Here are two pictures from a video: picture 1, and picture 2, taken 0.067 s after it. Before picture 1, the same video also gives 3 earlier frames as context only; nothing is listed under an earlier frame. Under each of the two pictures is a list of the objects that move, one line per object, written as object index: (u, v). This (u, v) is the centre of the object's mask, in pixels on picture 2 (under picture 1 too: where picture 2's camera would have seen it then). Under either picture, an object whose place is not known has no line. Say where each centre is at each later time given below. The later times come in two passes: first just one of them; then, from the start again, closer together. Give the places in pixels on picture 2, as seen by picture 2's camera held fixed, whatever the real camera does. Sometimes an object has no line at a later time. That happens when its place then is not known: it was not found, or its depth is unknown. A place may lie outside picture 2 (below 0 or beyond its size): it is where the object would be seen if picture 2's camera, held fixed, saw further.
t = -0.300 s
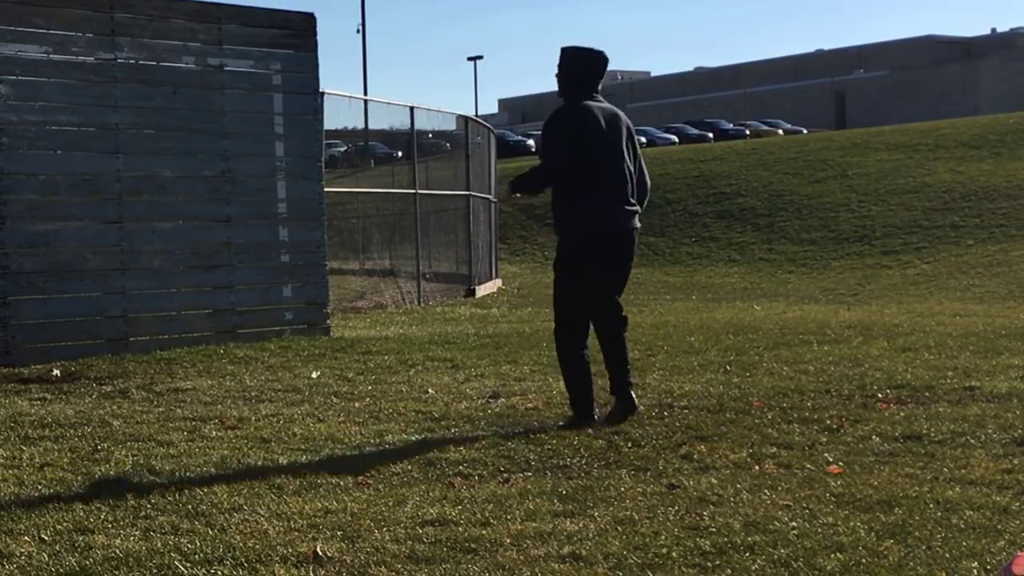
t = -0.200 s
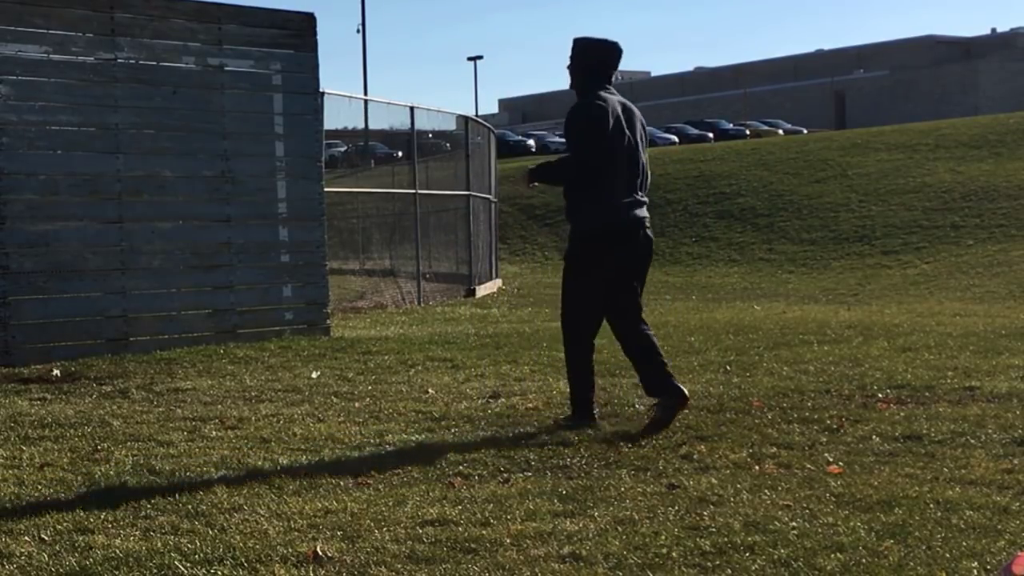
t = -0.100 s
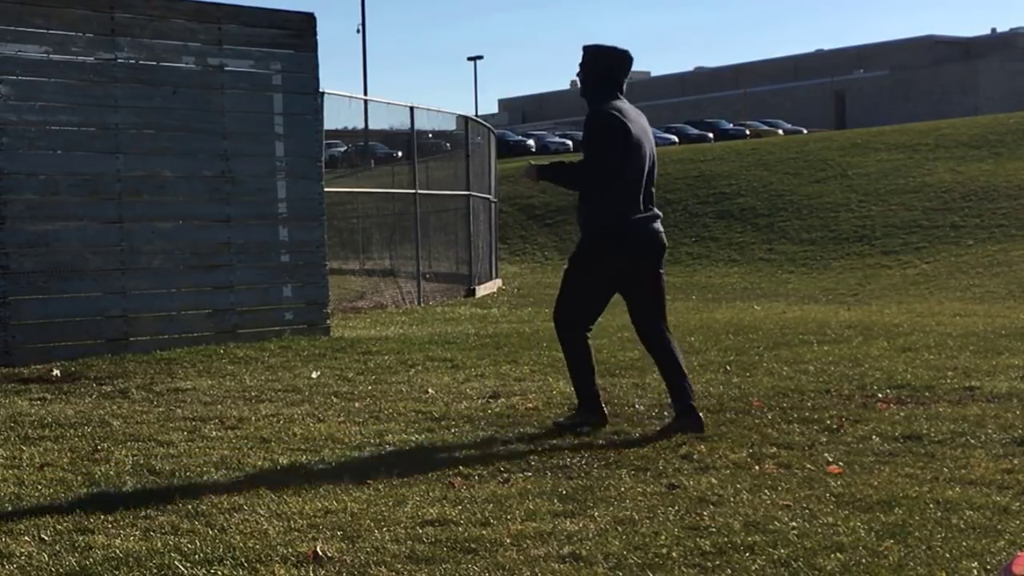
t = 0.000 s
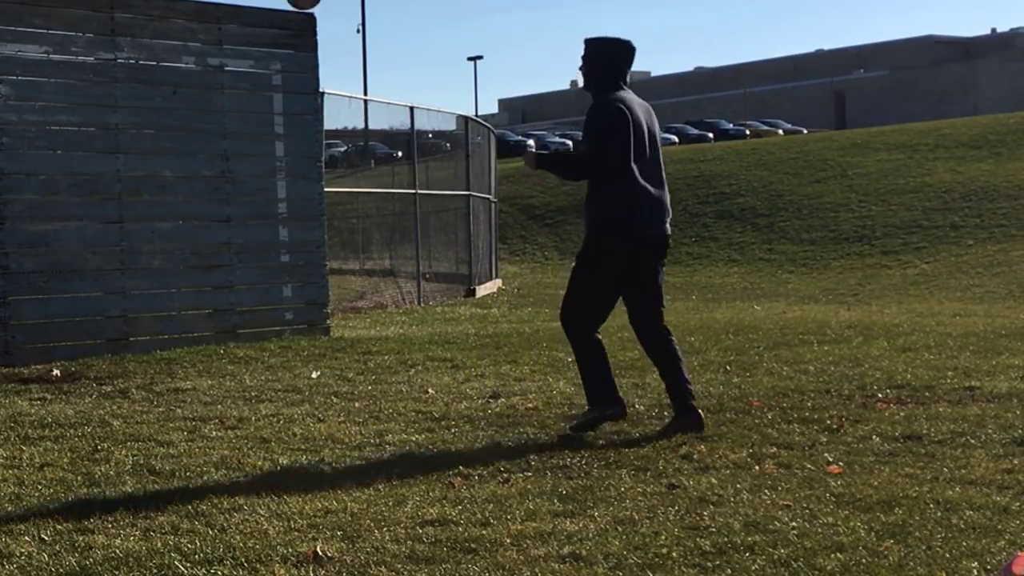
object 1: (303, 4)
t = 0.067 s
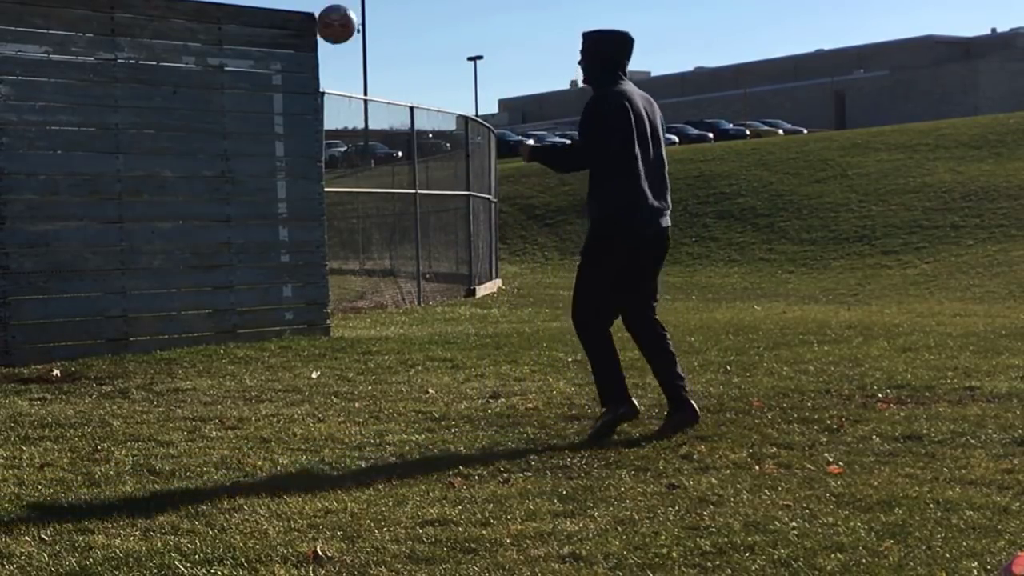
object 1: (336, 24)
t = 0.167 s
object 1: (387, 92)
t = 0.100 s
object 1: (353, 44)
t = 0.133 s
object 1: (369, 66)
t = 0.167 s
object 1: (387, 92)
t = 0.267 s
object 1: (442, 179)
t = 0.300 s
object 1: (463, 215)
